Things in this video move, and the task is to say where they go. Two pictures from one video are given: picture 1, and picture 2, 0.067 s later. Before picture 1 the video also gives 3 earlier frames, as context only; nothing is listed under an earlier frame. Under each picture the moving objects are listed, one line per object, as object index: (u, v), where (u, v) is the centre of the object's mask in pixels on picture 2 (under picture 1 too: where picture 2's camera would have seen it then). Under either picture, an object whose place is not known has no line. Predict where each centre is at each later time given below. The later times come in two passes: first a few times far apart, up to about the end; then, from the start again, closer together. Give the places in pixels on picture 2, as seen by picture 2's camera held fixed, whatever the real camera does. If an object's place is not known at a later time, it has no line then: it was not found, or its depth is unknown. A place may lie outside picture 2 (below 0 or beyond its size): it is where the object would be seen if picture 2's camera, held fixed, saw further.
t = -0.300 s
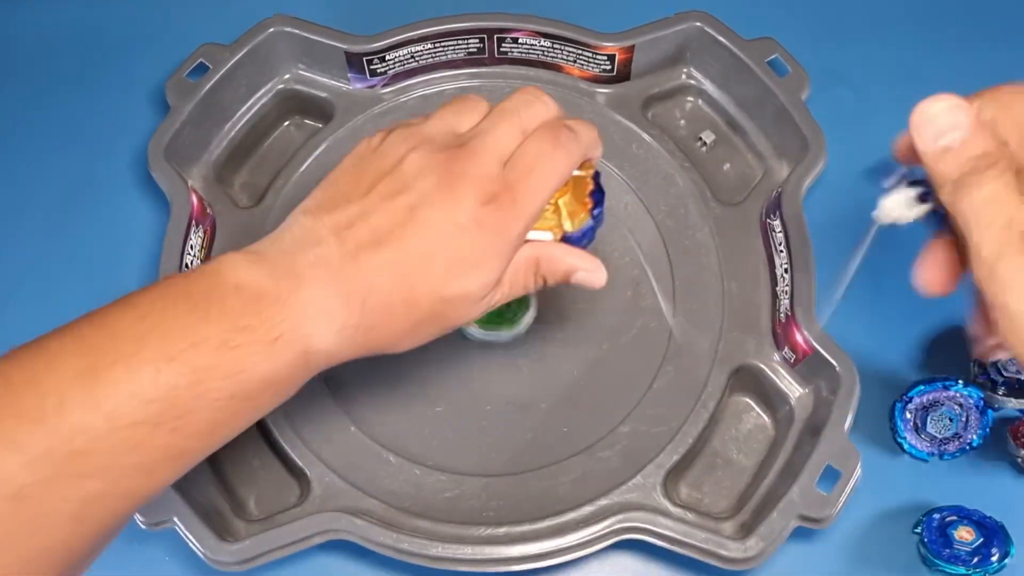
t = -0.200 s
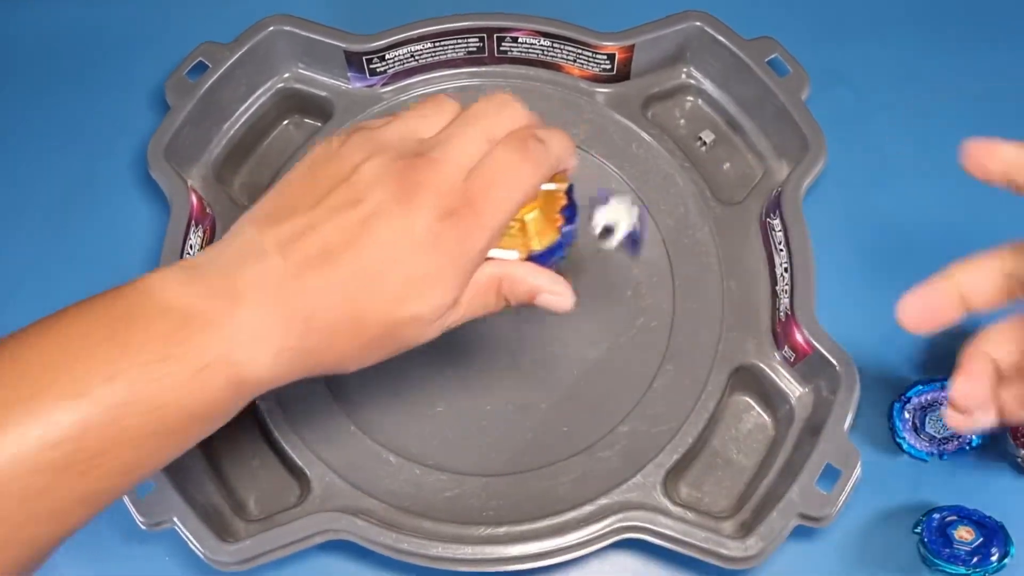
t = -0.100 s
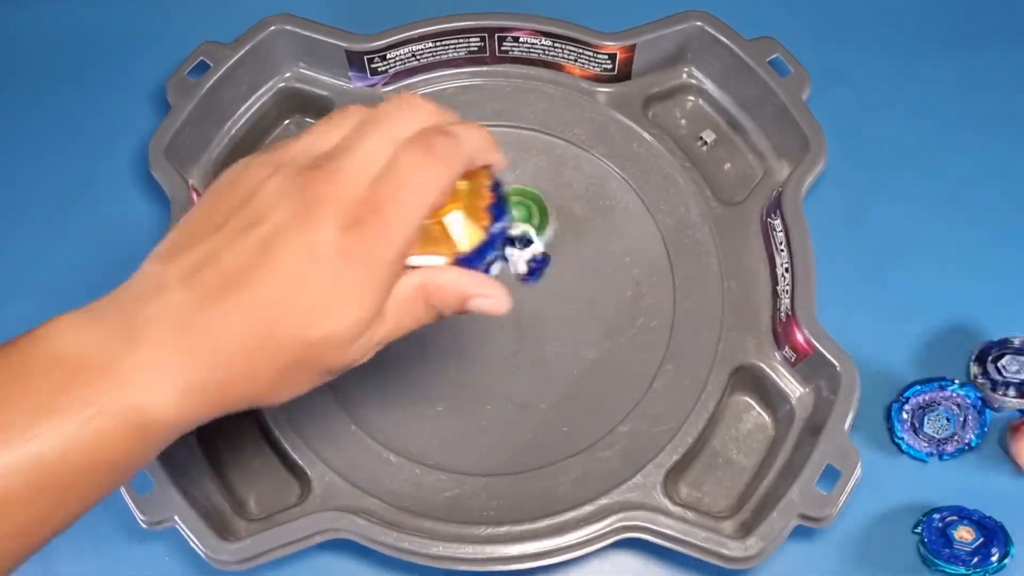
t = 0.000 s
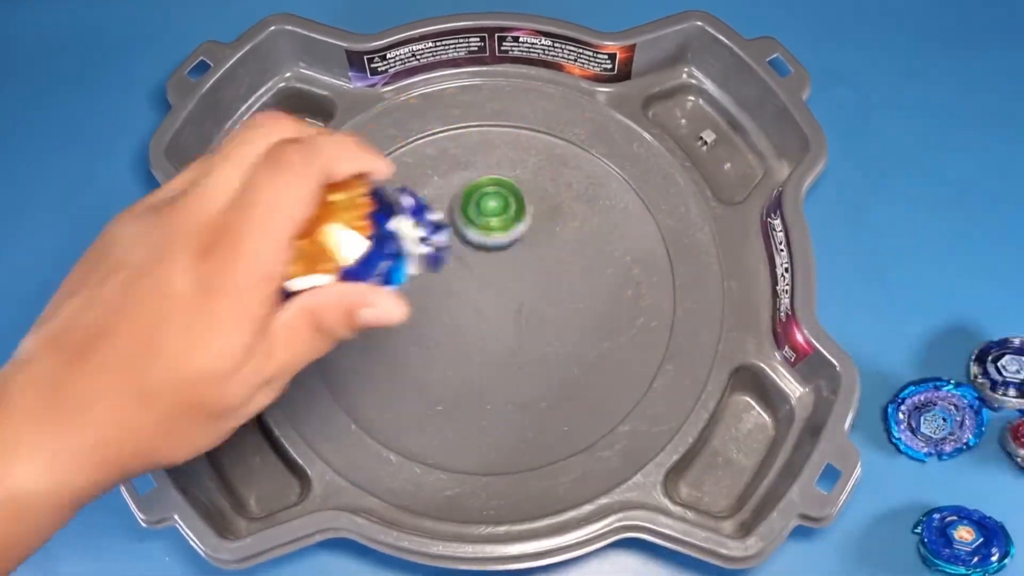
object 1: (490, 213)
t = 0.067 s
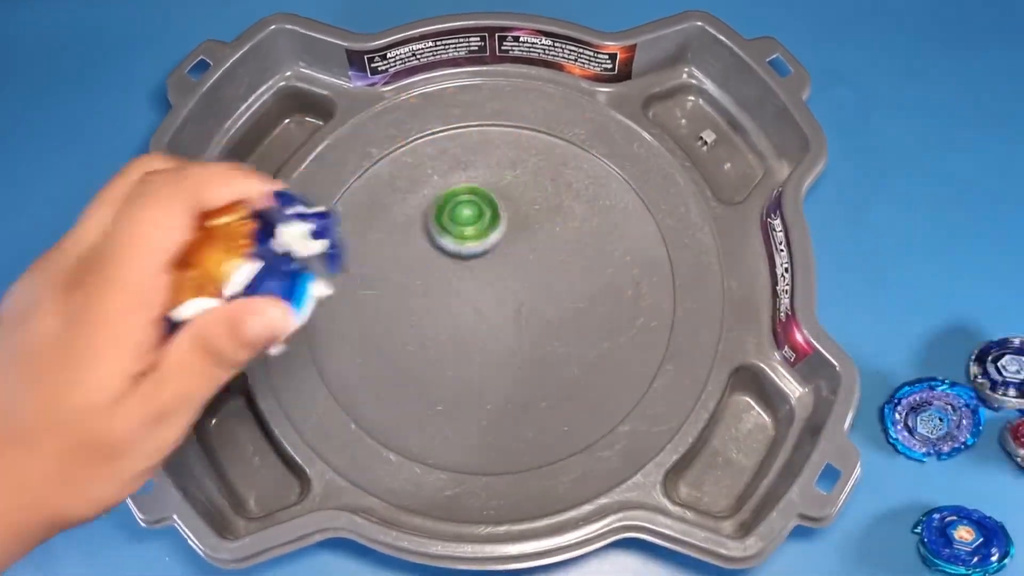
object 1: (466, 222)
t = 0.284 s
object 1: (396, 322)
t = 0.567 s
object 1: (532, 429)
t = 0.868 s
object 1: (580, 177)
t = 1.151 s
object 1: (291, 162)
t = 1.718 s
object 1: (646, 196)
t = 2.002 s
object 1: (322, 349)
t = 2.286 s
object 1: (631, 180)
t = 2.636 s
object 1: (502, 462)
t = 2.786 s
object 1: (655, 219)
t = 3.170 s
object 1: (441, 457)
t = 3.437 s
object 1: (560, 135)
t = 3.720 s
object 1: (315, 352)
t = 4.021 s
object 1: (655, 234)
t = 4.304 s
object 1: (453, 162)
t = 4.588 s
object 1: (390, 345)
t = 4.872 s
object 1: (479, 390)
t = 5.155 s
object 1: (521, 332)
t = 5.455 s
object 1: (471, 308)
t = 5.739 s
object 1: (455, 323)
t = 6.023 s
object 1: (454, 297)
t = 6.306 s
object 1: (462, 286)
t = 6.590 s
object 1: (470, 275)
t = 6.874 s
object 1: (485, 273)
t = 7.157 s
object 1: (503, 275)
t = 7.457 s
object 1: (509, 287)
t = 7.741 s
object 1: (514, 300)
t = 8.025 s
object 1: (505, 312)
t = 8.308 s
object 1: (494, 315)
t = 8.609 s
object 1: (482, 312)
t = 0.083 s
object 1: (458, 225)
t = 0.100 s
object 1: (452, 229)
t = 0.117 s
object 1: (445, 234)
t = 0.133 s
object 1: (439, 241)
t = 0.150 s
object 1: (432, 246)
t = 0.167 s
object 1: (427, 254)
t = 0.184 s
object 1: (421, 263)
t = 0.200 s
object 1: (416, 271)
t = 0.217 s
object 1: (410, 281)
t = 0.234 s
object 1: (406, 291)
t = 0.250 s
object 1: (402, 301)
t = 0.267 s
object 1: (399, 312)
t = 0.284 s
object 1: (396, 322)
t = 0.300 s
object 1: (393, 334)
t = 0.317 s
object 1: (392, 345)
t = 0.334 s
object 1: (392, 356)
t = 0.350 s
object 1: (394, 367)
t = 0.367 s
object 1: (397, 379)
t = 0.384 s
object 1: (402, 389)
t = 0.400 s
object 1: (408, 399)
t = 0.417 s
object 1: (415, 408)
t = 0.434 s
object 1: (424, 417)
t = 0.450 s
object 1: (434, 424)
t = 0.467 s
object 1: (446, 430)
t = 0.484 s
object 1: (459, 434)
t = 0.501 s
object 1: (472, 437)
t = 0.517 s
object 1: (487, 438)
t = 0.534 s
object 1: (502, 437)
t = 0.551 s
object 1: (516, 434)
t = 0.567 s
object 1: (532, 429)
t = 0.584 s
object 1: (547, 423)
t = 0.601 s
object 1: (560, 415)
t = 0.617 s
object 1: (574, 405)
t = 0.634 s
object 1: (587, 393)
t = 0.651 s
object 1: (598, 381)
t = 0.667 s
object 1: (608, 367)
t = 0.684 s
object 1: (616, 352)
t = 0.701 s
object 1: (622, 337)
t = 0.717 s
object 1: (627, 321)
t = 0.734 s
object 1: (629, 304)
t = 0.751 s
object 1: (630, 289)
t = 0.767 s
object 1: (629, 273)
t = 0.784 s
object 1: (625, 255)
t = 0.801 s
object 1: (619, 239)
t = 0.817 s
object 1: (611, 223)
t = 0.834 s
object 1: (603, 208)
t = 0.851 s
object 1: (593, 192)
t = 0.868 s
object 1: (580, 177)
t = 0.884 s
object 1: (567, 165)
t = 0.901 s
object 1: (553, 152)
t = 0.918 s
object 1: (537, 140)
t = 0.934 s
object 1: (520, 130)
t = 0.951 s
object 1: (501, 122)
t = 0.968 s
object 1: (483, 114)
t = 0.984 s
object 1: (463, 110)
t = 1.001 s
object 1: (442, 111)
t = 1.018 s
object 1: (423, 112)
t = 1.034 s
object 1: (405, 112)
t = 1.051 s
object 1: (386, 114)
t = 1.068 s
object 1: (367, 118)
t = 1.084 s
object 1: (349, 123)
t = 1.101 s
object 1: (333, 128)
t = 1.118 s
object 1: (316, 136)
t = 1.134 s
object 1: (303, 148)
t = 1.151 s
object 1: (291, 162)
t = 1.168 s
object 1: (280, 178)
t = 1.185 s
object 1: (271, 194)
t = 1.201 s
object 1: (263, 213)
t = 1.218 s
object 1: (258, 233)
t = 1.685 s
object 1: (667, 248)
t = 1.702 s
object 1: (658, 221)
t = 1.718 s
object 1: (646, 196)
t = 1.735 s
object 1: (629, 171)
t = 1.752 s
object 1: (607, 153)
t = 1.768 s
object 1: (579, 140)
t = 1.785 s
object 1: (552, 128)
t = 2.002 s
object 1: (322, 349)
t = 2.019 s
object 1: (337, 376)
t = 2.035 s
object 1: (355, 401)
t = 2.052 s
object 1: (376, 423)
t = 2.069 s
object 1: (404, 439)
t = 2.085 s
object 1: (436, 452)
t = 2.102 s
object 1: (470, 458)
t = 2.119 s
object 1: (506, 459)
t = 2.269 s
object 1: (654, 213)
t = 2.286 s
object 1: (631, 180)
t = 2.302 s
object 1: (602, 155)
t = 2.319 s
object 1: (569, 135)
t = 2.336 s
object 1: (533, 125)
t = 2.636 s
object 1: (502, 462)
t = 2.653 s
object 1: (541, 453)
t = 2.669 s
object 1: (579, 438)
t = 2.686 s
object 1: (613, 416)
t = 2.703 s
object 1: (639, 389)
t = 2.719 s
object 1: (657, 358)
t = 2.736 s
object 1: (667, 322)
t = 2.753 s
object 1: (672, 286)
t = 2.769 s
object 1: (668, 251)
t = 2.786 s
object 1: (655, 219)
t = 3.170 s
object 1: (441, 457)
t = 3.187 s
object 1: (477, 462)
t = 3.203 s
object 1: (516, 458)
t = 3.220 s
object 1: (553, 448)
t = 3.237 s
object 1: (589, 432)
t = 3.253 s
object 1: (616, 409)
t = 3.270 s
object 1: (639, 381)
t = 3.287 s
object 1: (656, 351)
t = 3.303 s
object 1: (666, 319)
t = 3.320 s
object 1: (668, 288)
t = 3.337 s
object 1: (664, 258)
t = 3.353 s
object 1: (657, 230)
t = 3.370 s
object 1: (643, 204)
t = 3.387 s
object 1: (626, 182)
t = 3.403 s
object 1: (606, 163)
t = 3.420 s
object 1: (584, 146)
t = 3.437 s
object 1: (560, 135)
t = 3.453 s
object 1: (534, 126)
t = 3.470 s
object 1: (510, 122)
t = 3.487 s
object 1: (483, 121)
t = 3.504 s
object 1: (458, 124)
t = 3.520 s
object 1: (432, 129)
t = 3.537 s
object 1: (409, 135)
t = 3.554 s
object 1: (389, 146)
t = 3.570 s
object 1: (368, 162)
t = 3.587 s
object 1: (351, 177)
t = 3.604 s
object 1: (336, 193)
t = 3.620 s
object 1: (323, 210)
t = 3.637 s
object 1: (314, 232)
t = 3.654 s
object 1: (308, 254)
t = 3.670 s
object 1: (304, 277)
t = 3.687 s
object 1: (303, 302)
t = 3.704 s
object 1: (306, 326)
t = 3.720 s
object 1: (315, 352)
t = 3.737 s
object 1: (328, 377)
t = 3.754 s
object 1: (345, 401)
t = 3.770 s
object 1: (367, 423)
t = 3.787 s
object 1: (396, 439)
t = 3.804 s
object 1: (426, 452)
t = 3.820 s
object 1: (462, 456)
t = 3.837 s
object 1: (498, 456)
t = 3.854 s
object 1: (532, 452)
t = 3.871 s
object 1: (564, 440)
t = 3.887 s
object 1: (592, 423)
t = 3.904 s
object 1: (614, 402)
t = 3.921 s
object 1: (635, 379)
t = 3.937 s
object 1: (650, 355)
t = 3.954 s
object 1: (658, 329)
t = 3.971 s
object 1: (663, 303)
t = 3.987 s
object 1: (665, 278)
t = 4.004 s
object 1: (663, 255)
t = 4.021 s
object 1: (655, 234)
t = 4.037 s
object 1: (647, 212)
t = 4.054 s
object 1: (638, 194)
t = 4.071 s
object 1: (627, 179)
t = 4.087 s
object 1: (615, 166)
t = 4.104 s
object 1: (601, 155)
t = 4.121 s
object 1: (586, 146)
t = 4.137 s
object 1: (572, 140)
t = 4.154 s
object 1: (558, 135)
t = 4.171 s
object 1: (545, 132)
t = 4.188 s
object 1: (532, 130)
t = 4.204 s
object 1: (520, 130)
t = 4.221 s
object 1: (509, 132)
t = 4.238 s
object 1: (498, 136)
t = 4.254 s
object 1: (486, 141)
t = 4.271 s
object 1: (474, 147)
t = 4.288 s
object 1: (463, 154)
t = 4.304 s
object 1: (453, 162)
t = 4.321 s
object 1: (444, 171)
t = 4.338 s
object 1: (434, 181)
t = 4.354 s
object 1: (423, 192)
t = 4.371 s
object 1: (413, 203)
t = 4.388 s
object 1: (404, 215)
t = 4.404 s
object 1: (397, 227)
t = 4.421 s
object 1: (391, 239)
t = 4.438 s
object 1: (386, 251)
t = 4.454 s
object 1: (383, 262)
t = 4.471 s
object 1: (381, 274)
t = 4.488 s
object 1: (380, 286)
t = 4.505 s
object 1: (380, 296)
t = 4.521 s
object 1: (380, 307)
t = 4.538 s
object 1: (382, 317)
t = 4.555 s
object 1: (385, 329)
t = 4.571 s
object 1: (387, 337)
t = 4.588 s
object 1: (390, 345)
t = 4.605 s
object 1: (393, 349)
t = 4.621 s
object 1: (397, 355)
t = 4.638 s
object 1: (401, 361)
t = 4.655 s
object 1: (406, 369)
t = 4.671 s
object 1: (410, 370)
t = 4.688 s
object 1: (415, 376)
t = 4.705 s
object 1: (420, 376)
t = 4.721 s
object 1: (425, 378)
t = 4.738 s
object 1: (431, 381)
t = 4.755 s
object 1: (436, 383)
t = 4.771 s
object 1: (443, 385)
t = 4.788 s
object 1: (449, 387)
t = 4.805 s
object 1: (455, 389)
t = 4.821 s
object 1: (461, 390)
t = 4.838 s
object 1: (467, 391)
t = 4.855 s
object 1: (474, 391)
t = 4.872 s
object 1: (479, 390)
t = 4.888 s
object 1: (485, 389)
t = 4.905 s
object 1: (490, 387)
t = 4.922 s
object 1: (495, 384)
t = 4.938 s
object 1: (498, 381)
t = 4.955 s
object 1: (502, 377)
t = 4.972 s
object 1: (506, 373)
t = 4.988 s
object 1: (511, 369)
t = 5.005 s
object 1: (514, 365)
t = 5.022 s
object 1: (518, 361)
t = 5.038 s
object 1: (520, 356)
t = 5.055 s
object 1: (522, 352)
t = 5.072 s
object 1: (523, 348)
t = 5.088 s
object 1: (524, 345)
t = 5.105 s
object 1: (524, 341)
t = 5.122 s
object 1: (523, 338)
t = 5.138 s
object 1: (522, 335)
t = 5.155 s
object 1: (521, 332)
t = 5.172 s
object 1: (519, 330)
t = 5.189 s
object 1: (518, 327)
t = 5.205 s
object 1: (516, 325)
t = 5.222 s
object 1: (513, 324)
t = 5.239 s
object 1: (511, 323)
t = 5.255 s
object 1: (508, 323)
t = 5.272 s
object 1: (506, 323)
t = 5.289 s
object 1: (502, 324)
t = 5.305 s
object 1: (498, 324)
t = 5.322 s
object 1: (494, 324)
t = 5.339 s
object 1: (489, 322)
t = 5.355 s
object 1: (485, 321)
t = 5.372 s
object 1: (481, 315)
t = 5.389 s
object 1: (478, 313)
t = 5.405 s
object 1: (475, 311)
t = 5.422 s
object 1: (474, 309)
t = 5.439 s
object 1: (472, 309)
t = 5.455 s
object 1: (471, 308)
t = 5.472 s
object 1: (470, 308)
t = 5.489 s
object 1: (470, 308)
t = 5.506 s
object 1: (470, 309)
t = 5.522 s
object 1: (470, 310)
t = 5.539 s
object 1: (470, 311)
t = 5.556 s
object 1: (470, 312)
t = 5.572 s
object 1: (469, 314)
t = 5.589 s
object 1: (469, 315)
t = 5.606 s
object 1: (468, 317)
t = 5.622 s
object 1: (468, 318)
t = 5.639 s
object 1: (467, 320)
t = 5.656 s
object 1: (465, 321)
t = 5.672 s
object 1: (463, 323)
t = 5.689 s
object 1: (461, 323)
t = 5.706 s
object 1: (459, 324)
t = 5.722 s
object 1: (457, 323)
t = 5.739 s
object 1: (455, 323)
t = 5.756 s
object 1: (453, 322)
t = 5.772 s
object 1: (452, 321)
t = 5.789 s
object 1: (450, 319)
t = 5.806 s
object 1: (449, 318)
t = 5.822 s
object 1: (448, 316)
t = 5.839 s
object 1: (448, 314)
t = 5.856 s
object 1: (447, 312)
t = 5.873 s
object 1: (447, 311)
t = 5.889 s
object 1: (447, 309)
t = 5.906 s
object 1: (448, 307)
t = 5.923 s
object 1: (448, 305)
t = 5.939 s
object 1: (449, 303)
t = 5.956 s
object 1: (450, 302)
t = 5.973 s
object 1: (451, 301)
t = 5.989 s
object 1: (452, 299)
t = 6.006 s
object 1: (453, 298)
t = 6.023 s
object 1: (454, 297)
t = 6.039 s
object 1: (455, 296)
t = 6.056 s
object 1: (456, 295)
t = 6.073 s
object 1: (457, 294)
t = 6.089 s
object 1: (458, 294)
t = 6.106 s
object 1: (459, 293)
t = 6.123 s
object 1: (460, 292)
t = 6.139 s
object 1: (460, 292)
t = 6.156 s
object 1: (460, 291)
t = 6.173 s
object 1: (461, 290)
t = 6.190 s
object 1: (461, 290)
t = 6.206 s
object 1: (461, 292)
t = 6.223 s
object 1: (461, 289)
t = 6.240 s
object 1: (461, 288)
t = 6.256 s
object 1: (461, 288)
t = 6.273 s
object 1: (461, 287)
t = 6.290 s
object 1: (462, 287)
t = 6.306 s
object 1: (462, 286)
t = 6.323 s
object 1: (462, 285)
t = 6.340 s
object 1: (462, 285)
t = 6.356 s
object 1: (462, 284)
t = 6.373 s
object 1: (463, 283)
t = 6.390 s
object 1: (463, 282)
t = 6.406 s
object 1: (464, 284)
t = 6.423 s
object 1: (464, 284)
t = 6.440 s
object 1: (464, 283)
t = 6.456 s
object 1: (465, 282)
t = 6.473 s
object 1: (465, 279)
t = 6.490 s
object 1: (466, 278)
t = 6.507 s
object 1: (467, 280)
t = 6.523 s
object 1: (467, 277)
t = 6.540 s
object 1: (468, 279)
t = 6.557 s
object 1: (469, 278)
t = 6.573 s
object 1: (469, 278)
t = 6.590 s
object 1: (470, 275)
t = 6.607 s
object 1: (471, 275)
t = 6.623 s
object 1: (472, 276)
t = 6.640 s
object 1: (473, 276)
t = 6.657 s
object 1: (474, 274)
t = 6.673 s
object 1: (475, 276)
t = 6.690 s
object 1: (476, 275)
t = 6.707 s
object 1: (476, 275)
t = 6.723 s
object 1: (477, 275)
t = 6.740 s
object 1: (478, 275)
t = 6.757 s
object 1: (479, 275)
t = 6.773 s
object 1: (480, 275)
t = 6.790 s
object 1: (480, 275)
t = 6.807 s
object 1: (481, 274)
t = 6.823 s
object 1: (482, 274)
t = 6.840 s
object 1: (483, 274)
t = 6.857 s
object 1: (484, 273)
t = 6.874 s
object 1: (485, 273)
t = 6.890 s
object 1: (486, 273)
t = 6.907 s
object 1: (488, 273)
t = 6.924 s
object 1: (489, 272)
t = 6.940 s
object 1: (490, 272)
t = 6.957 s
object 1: (491, 270)
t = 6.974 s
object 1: (492, 273)
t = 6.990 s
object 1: (493, 273)
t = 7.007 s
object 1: (495, 273)
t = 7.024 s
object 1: (496, 273)
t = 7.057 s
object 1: (498, 274)
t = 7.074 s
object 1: (499, 275)
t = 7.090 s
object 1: (500, 275)
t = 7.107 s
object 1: (501, 276)
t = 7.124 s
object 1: (502, 276)
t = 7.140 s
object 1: (502, 275)
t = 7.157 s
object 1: (503, 275)
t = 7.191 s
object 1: (504, 277)
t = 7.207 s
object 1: (505, 277)
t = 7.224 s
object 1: (505, 278)
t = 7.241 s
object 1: (506, 279)
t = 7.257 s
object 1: (506, 279)
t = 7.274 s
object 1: (507, 280)
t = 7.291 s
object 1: (507, 280)
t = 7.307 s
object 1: (507, 281)
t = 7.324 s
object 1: (507, 281)
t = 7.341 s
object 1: (507, 282)
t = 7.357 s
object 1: (508, 283)
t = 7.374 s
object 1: (508, 283)
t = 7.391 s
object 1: (508, 284)
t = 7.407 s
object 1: (508, 285)
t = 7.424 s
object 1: (508, 285)
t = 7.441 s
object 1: (509, 286)
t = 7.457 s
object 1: (509, 287)
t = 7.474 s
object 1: (509, 287)
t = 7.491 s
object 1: (510, 288)
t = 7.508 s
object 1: (511, 288)
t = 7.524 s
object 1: (511, 289)
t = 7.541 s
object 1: (512, 290)
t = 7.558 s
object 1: (513, 290)
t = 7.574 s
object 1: (513, 291)
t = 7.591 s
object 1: (514, 292)
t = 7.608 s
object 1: (515, 293)
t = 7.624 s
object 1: (515, 294)
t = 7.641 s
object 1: (515, 295)
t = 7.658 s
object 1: (515, 296)
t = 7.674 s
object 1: (515, 296)
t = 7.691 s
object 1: (515, 297)
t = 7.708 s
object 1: (515, 298)
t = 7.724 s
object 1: (514, 299)
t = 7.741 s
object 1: (514, 300)
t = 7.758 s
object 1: (514, 300)
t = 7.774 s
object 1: (514, 301)
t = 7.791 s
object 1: (514, 301)
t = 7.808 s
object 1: (513, 302)
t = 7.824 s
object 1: (513, 302)
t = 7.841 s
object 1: (513, 303)
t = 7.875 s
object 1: (512, 304)
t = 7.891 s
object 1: (511, 305)
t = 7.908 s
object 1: (510, 306)
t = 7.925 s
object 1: (509, 307)
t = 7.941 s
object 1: (509, 307)
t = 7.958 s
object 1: (508, 308)
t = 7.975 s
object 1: (507, 309)
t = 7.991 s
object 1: (507, 310)
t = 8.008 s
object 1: (506, 311)
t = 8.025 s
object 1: (505, 312)
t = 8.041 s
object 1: (505, 312)
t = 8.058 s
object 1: (504, 313)
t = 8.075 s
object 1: (503, 313)
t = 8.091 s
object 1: (502, 314)
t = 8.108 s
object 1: (501, 314)
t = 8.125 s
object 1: (500, 314)
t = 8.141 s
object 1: (500, 314)
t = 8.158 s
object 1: (499, 315)
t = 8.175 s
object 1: (498, 315)
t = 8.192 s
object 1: (498, 315)
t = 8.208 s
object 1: (497, 315)
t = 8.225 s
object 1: (497, 315)
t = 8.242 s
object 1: (496, 315)
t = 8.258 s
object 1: (496, 315)
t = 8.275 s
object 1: (495, 316)
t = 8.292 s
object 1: (494, 315)
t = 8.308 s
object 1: (494, 315)
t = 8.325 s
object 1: (493, 315)
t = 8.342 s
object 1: (492, 315)
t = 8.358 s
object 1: (491, 315)
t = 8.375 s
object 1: (491, 315)
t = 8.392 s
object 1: (490, 315)
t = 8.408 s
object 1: (490, 315)
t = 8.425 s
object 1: (490, 315)
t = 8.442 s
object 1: (489, 315)
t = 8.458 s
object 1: (488, 315)
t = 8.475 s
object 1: (487, 315)
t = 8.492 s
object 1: (487, 314)
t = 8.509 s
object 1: (486, 314)
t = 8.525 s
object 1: (485, 314)
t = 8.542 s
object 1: (484, 314)
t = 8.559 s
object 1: (484, 313)
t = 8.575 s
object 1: (483, 313)
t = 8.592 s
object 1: (483, 312)
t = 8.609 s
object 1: (482, 312)
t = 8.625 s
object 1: (481, 311)
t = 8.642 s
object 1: (480, 310)
